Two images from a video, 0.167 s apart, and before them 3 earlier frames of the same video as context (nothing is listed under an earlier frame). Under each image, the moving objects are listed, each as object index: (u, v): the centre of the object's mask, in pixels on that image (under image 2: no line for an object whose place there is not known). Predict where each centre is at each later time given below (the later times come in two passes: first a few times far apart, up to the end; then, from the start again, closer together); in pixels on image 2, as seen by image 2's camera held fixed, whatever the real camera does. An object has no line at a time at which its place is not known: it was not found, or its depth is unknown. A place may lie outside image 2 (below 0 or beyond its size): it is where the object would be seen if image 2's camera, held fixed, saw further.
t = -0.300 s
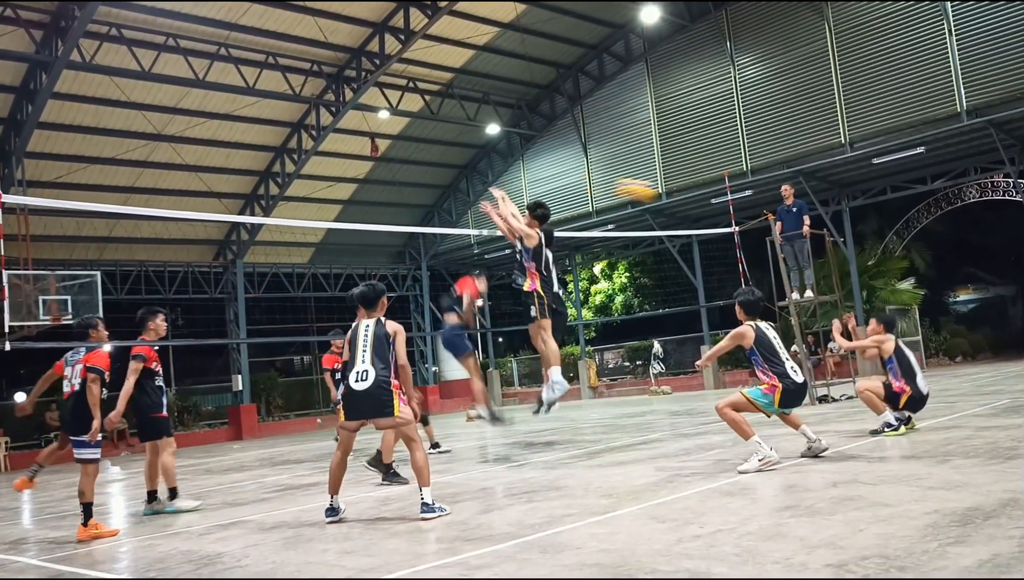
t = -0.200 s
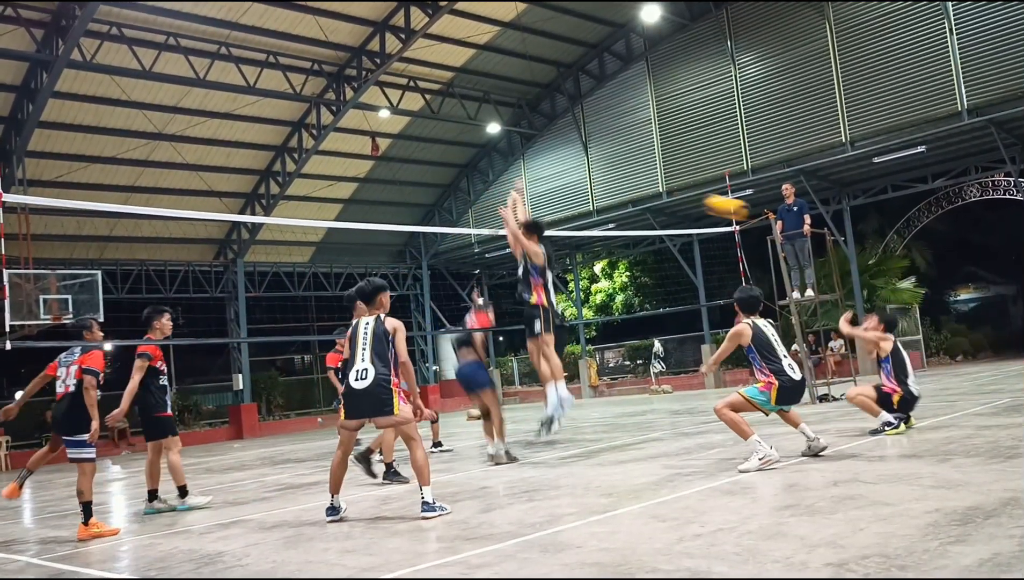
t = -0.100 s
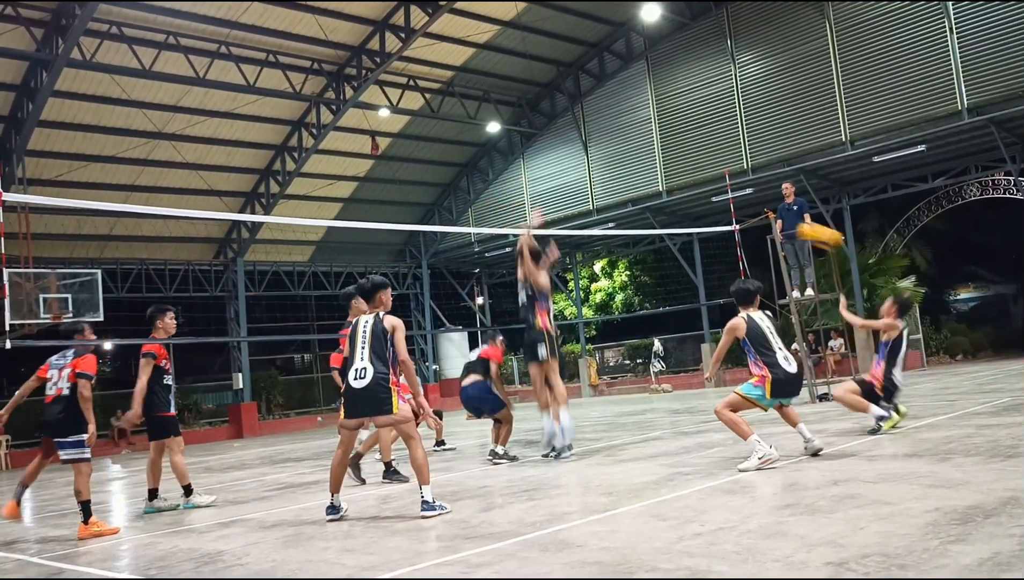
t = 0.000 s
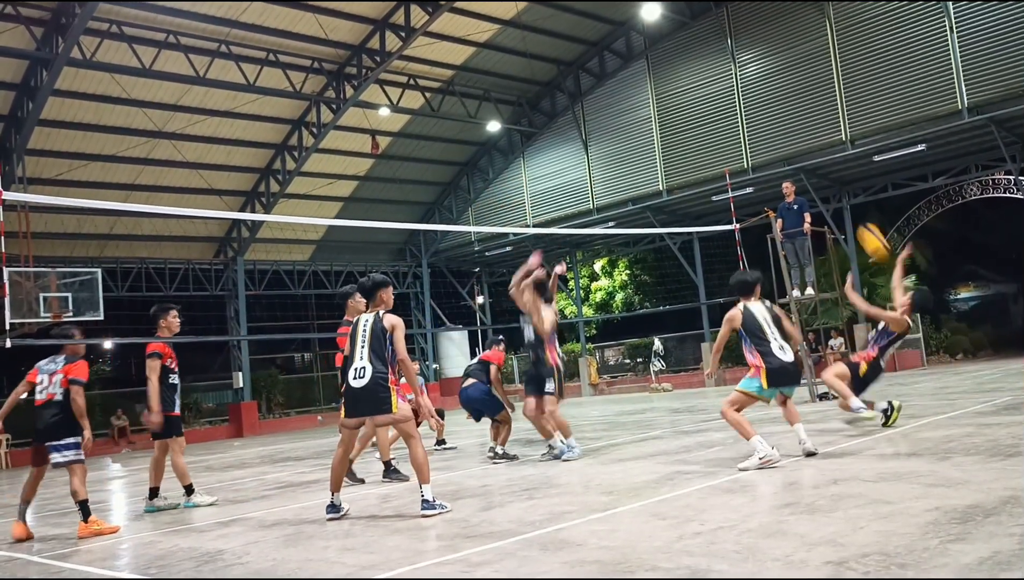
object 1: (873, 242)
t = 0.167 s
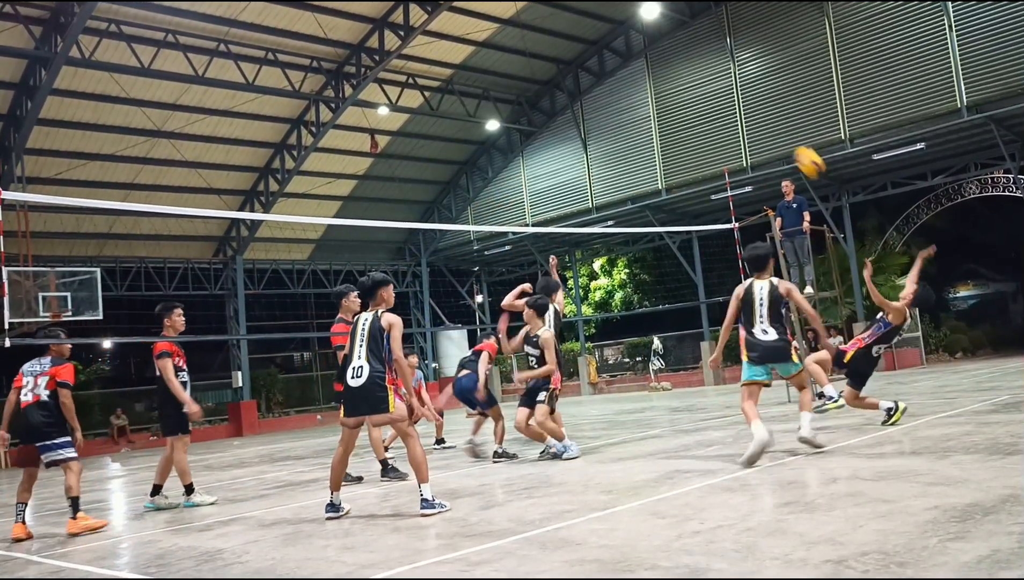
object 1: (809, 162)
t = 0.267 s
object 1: (773, 128)
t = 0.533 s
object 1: (688, 93)
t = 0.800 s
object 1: (614, 128)
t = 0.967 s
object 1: (580, 173)
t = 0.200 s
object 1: (797, 149)
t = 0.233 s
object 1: (786, 139)
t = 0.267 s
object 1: (773, 128)
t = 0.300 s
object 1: (762, 120)
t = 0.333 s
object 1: (752, 112)
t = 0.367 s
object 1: (740, 106)
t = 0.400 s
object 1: (729, 101)
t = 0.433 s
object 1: (719, 98)
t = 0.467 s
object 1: (708, 95)
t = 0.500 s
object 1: (698, 93)
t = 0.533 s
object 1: (688, 93)
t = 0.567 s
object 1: (678, 93)
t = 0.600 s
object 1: (668, 95)
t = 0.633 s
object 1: (659, 98)
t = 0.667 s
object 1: (650, 102)
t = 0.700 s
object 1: (640, 107)
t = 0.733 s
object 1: (632, 113)
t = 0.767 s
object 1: (623, 120)
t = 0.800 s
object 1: (614, 128)
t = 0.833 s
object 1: (605, 138)
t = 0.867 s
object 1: (598, 148)
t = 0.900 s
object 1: (589, 158)
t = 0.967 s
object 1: (580, 173)
